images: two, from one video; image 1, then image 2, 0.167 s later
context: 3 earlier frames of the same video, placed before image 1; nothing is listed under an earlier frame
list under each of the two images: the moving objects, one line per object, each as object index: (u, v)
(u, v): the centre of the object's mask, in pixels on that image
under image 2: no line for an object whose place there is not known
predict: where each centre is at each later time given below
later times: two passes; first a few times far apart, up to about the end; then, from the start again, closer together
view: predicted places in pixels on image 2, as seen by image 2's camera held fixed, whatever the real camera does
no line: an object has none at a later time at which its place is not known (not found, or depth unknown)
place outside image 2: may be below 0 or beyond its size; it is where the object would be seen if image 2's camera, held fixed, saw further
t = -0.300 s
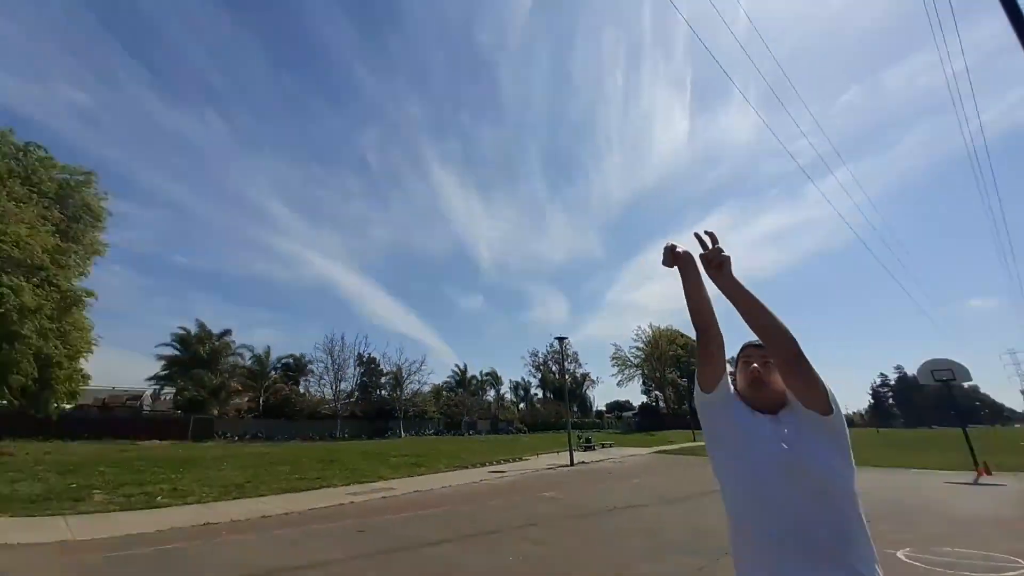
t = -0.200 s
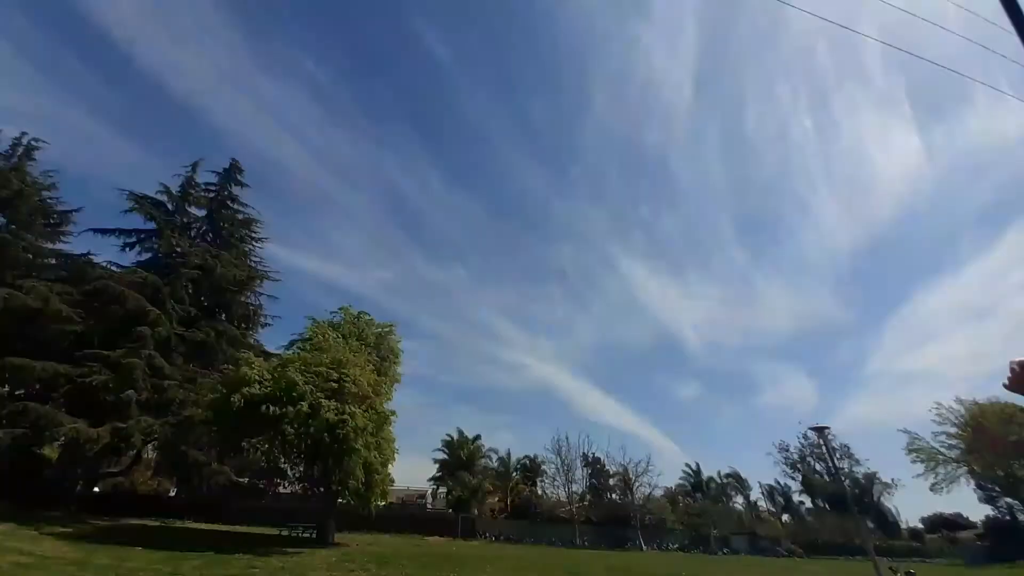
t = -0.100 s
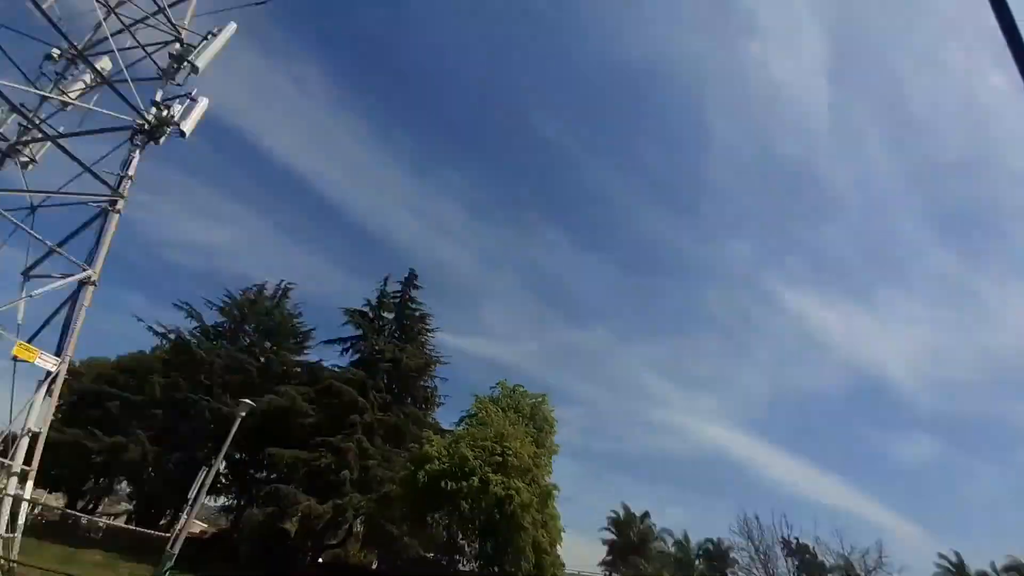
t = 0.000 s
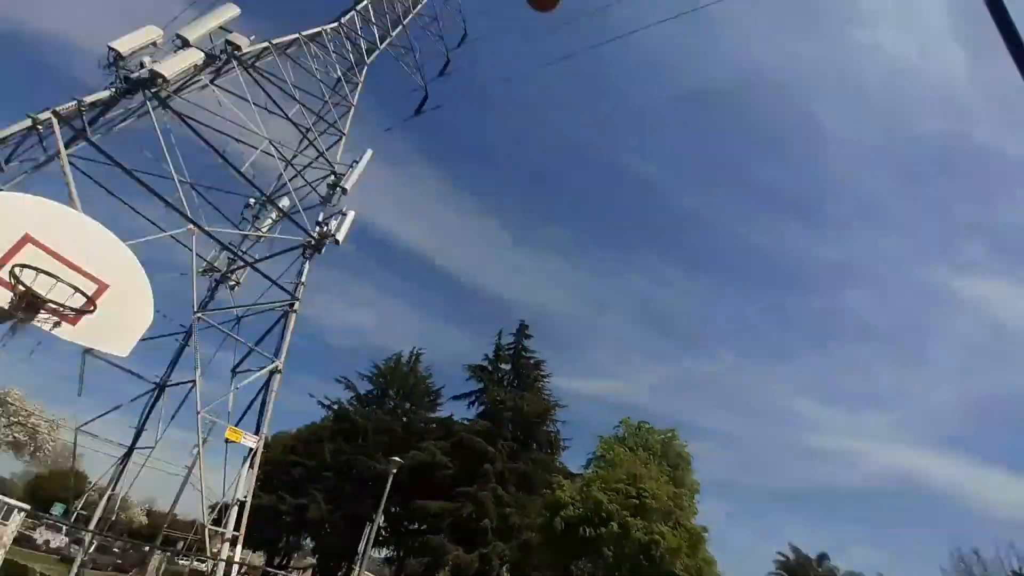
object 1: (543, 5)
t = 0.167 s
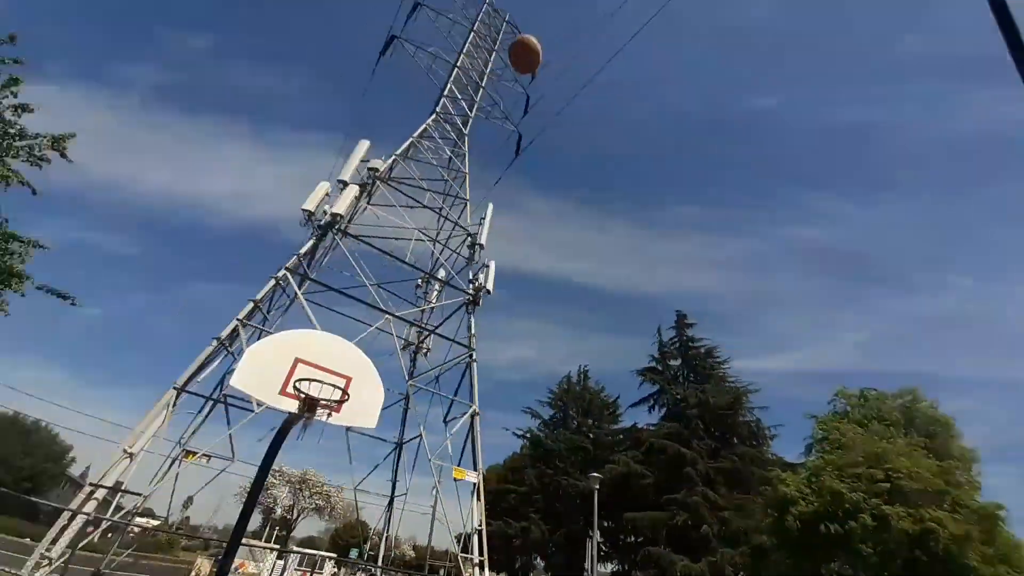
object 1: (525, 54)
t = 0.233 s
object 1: (503, 78)
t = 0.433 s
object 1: (450, 154)
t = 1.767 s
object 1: (546, 216)
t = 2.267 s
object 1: (780, 603)
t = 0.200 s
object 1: (514, 67)
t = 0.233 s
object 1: (503, 78)
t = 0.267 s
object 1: (491, 87)
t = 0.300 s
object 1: (483, 100)
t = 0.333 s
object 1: (474, 114)
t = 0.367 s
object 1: (465, 124)
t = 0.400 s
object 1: (455, 137)
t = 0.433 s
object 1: (450, 154)
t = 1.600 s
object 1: (516, 208)
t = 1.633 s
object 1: (523, 208)
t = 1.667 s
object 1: (530, 210)
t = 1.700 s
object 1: (537, 213)
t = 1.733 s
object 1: (539, 215)
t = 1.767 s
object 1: (546, 216)
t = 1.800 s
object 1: (553, 220)
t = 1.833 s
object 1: (560, 224)
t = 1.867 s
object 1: (566, 230)
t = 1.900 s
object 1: (573, 239)
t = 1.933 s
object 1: (582, 250)
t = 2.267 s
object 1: (780, 603)
